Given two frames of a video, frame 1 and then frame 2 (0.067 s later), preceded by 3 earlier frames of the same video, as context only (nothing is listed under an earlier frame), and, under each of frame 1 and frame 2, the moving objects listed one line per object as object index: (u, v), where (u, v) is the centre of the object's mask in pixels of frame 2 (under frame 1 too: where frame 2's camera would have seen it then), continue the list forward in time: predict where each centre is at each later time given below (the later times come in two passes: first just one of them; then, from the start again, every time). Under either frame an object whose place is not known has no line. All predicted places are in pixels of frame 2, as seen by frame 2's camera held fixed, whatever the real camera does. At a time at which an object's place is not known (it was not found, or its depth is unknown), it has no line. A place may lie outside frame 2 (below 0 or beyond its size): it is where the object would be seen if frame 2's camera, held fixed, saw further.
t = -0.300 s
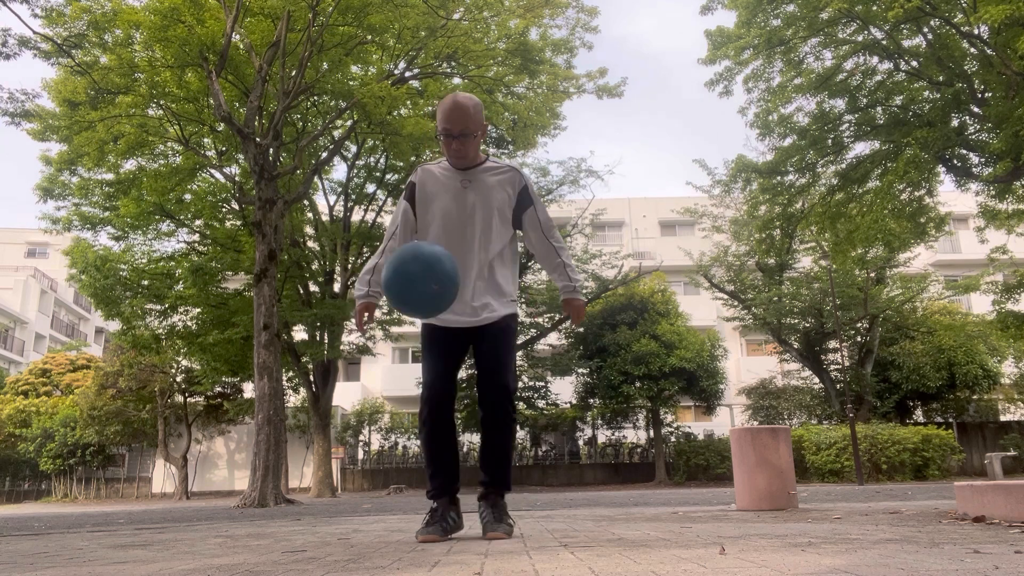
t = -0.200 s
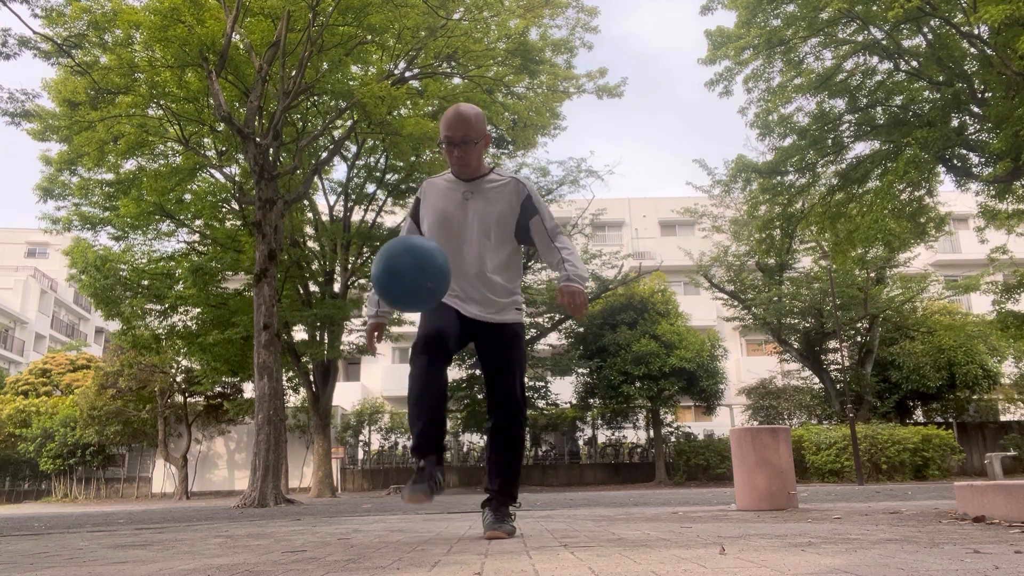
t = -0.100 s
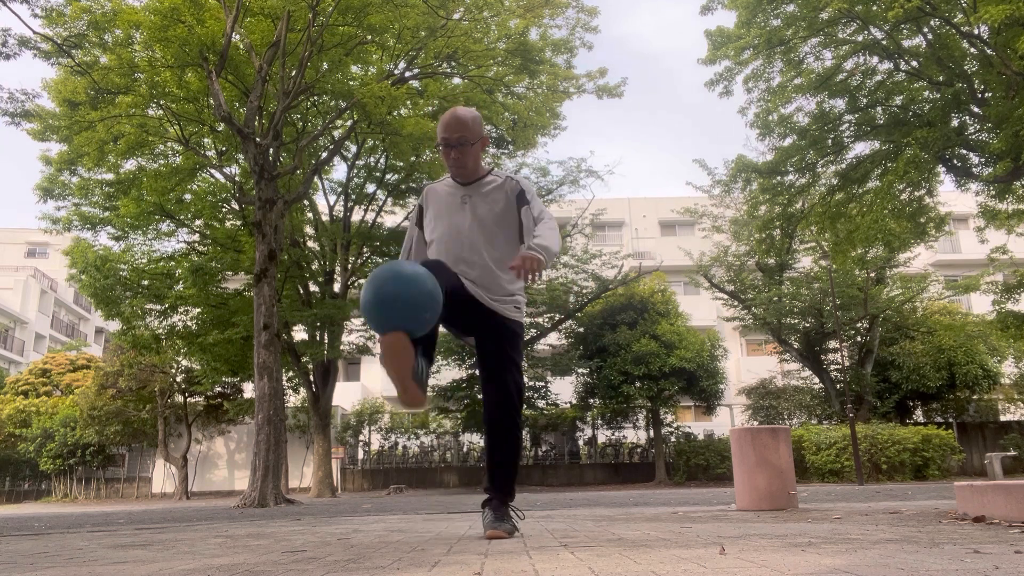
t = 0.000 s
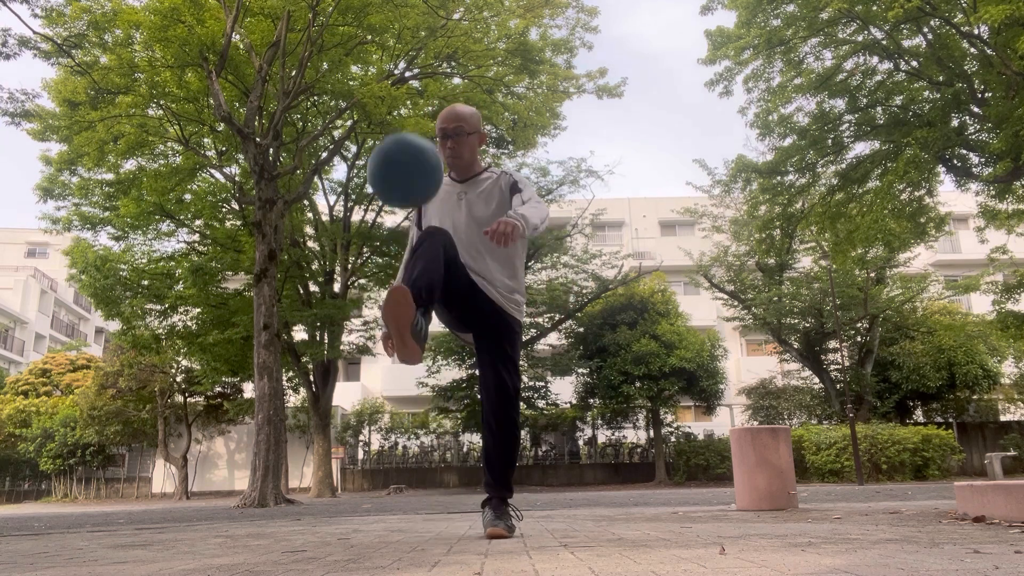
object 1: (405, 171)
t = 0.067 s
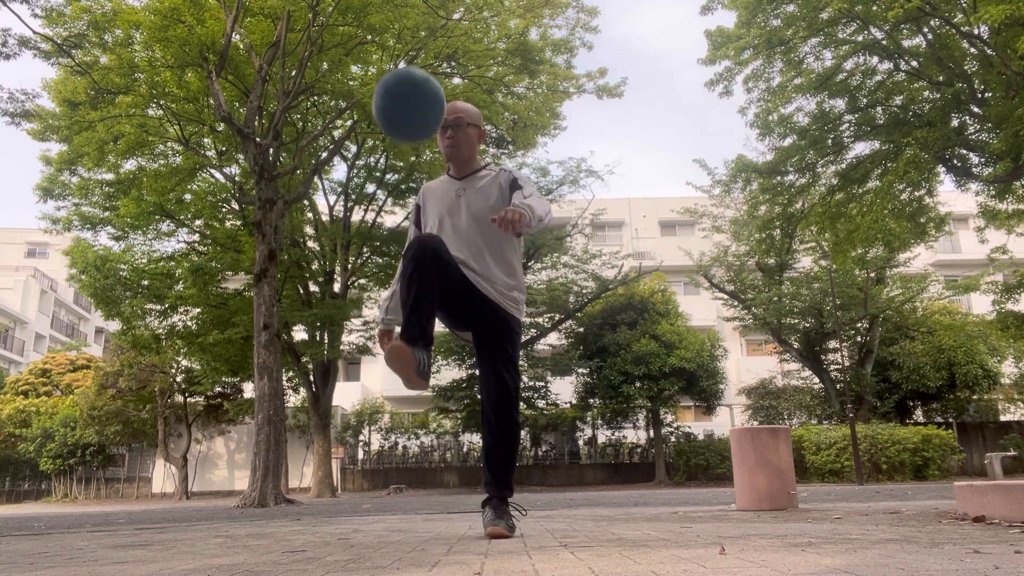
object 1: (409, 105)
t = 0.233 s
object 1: (418, 22)
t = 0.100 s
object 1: (411, 79)
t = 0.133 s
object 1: (412, 57)
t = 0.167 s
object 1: (414, 38)
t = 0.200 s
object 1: (416, 28)
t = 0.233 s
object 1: (418, 22)
